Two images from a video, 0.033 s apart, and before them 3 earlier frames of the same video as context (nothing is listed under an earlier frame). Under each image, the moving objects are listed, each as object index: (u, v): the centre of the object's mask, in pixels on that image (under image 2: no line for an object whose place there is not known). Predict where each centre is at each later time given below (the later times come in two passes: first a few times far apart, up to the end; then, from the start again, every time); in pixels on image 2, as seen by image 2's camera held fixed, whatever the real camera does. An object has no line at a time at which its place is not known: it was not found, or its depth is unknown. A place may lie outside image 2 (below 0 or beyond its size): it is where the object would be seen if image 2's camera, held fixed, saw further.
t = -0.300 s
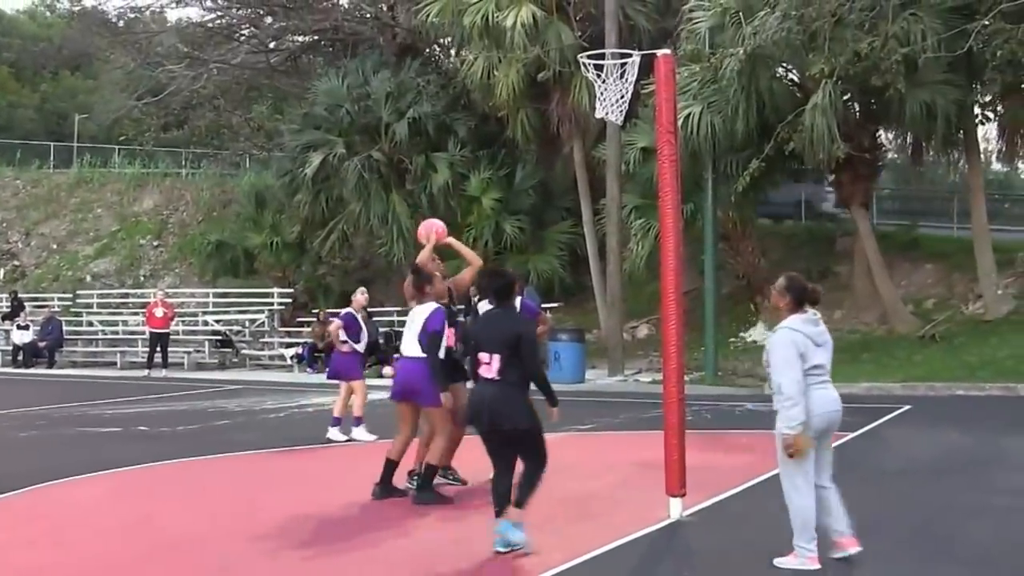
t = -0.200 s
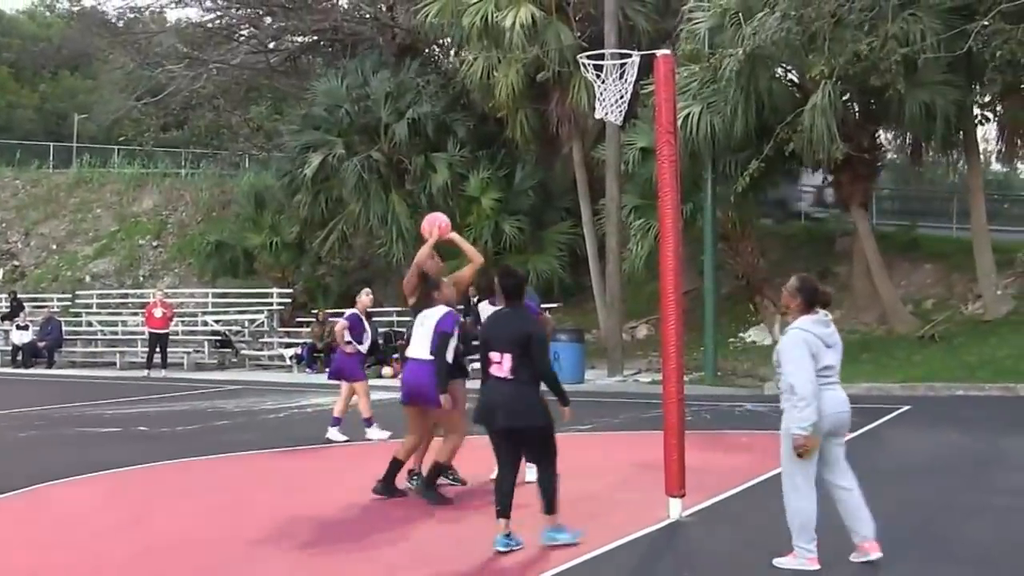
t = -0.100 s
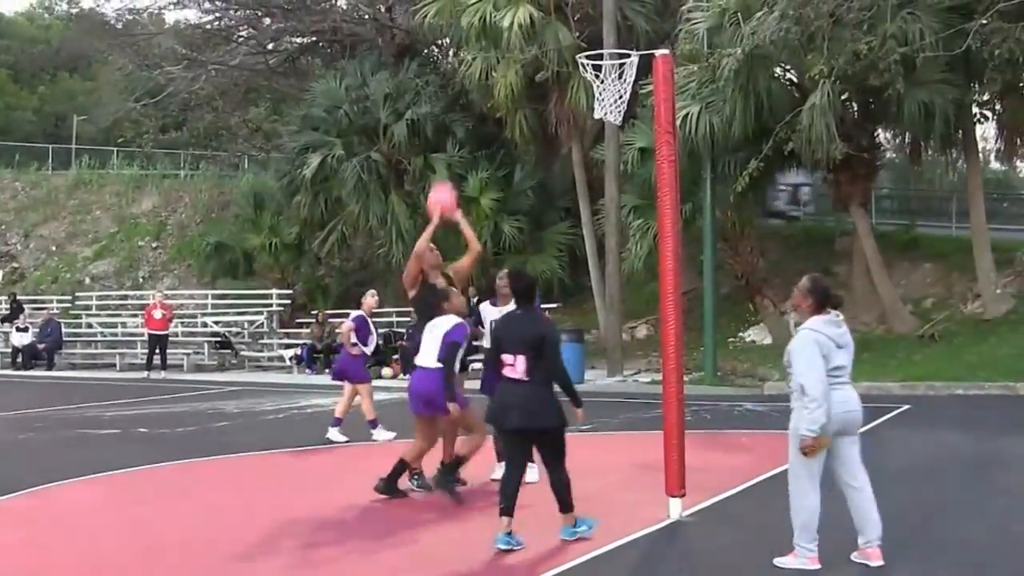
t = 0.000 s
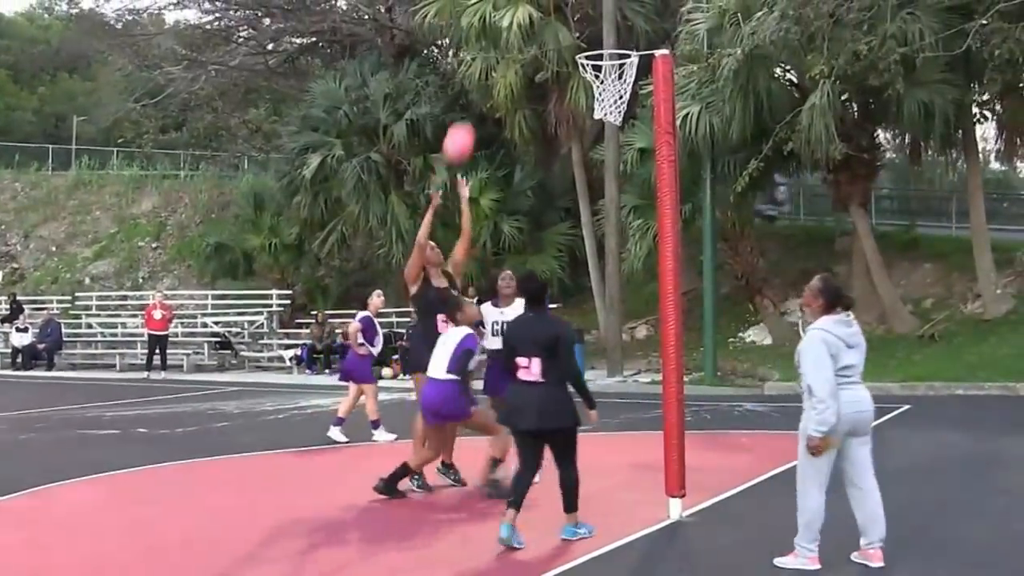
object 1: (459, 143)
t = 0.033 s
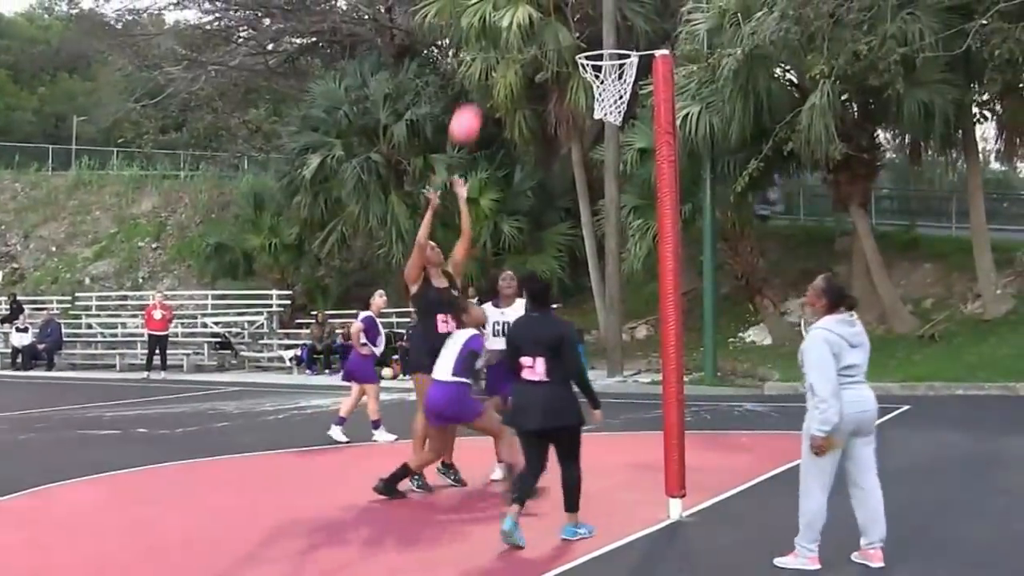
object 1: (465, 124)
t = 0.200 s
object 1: (500, 55)
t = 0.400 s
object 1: (542, 19)
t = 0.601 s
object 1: (587, 35)
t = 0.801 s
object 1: (624, 89)
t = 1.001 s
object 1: (637, 136)
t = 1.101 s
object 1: (639, 178)
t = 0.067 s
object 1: (471, 108)
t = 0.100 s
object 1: (479, 93)
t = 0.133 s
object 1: (484, 78)
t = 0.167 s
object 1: (492, 66)
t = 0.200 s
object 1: (500, 55)
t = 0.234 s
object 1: (507, 45)
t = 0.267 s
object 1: (514, 37)
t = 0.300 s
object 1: (520, 30)
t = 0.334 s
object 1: (528, 25)
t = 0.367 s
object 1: (534, 21)
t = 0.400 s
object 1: (542, 19)
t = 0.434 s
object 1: (550, 17)
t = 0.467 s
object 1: (558, 18)
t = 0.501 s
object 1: (565, 20)
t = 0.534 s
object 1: (572, 23)
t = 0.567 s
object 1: (580, 29)
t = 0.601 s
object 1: (587, 35)
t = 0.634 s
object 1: (595, 43)
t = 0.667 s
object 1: (603, 54)
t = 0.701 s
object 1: (611, 67)
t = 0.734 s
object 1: (617, 79)
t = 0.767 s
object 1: (620, 86)
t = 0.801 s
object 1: (624, 89)
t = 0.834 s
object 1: (627, 92)
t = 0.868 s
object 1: (628, 96)
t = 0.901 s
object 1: (631, 104)
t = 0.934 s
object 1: (633, 113)
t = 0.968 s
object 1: (635, 124)
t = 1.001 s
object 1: (637, 136)
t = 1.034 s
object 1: (639, 149)
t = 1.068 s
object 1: (639, 163)
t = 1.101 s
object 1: (639, 178)
